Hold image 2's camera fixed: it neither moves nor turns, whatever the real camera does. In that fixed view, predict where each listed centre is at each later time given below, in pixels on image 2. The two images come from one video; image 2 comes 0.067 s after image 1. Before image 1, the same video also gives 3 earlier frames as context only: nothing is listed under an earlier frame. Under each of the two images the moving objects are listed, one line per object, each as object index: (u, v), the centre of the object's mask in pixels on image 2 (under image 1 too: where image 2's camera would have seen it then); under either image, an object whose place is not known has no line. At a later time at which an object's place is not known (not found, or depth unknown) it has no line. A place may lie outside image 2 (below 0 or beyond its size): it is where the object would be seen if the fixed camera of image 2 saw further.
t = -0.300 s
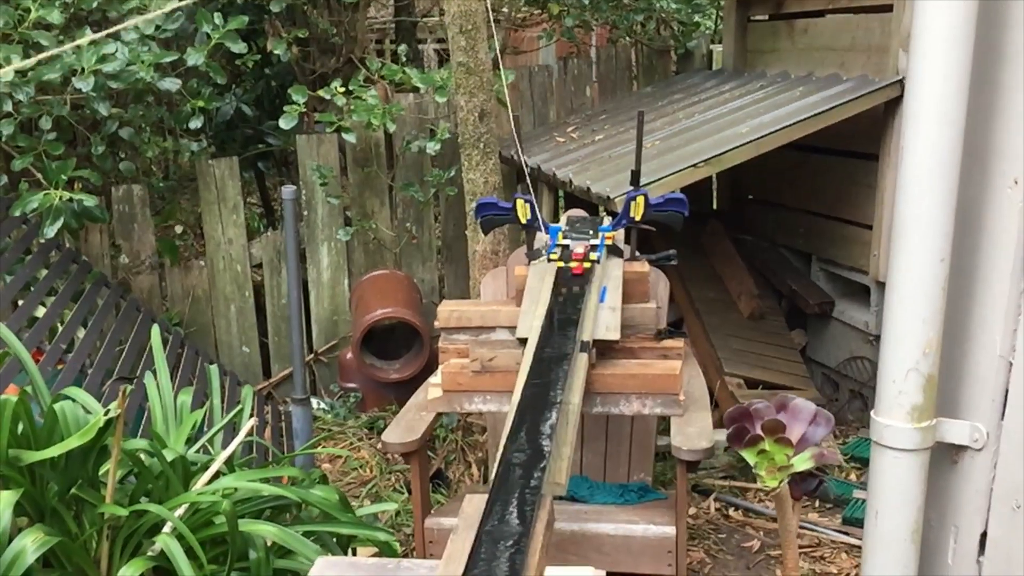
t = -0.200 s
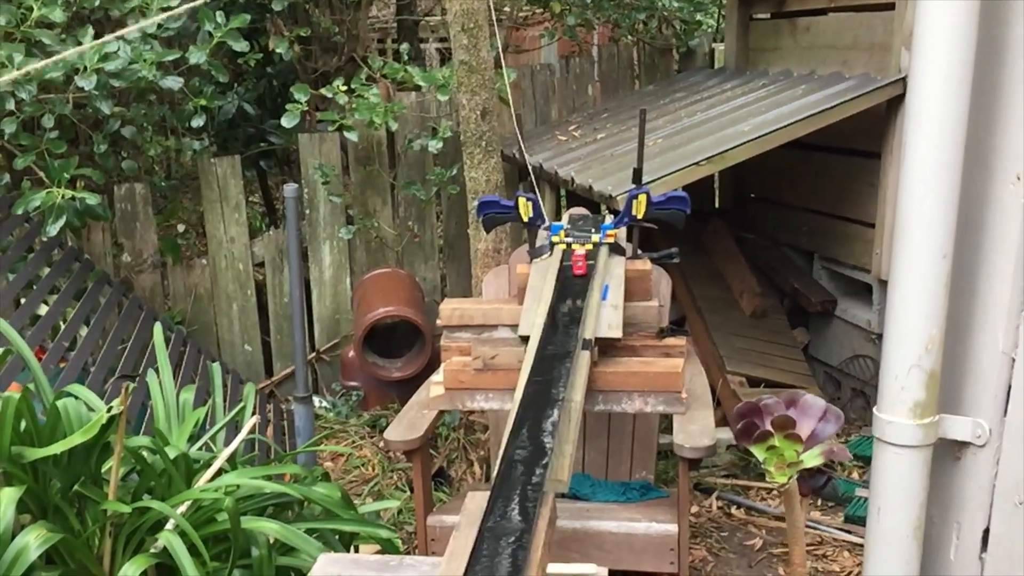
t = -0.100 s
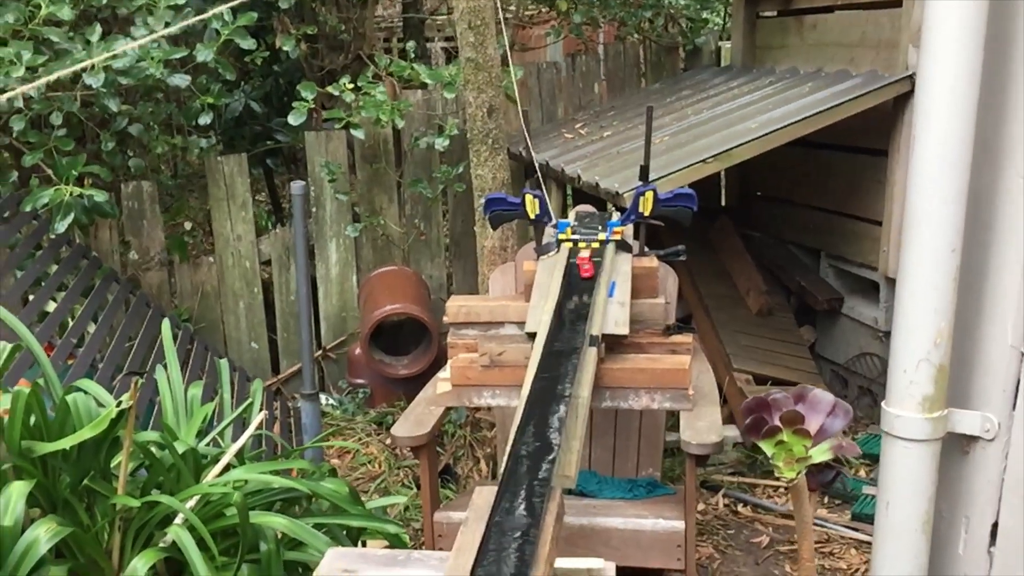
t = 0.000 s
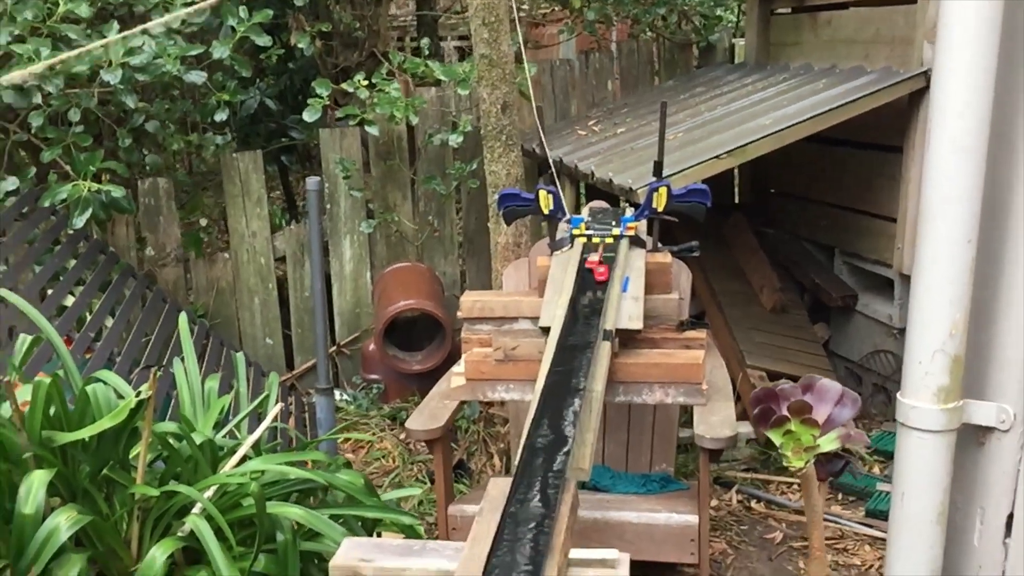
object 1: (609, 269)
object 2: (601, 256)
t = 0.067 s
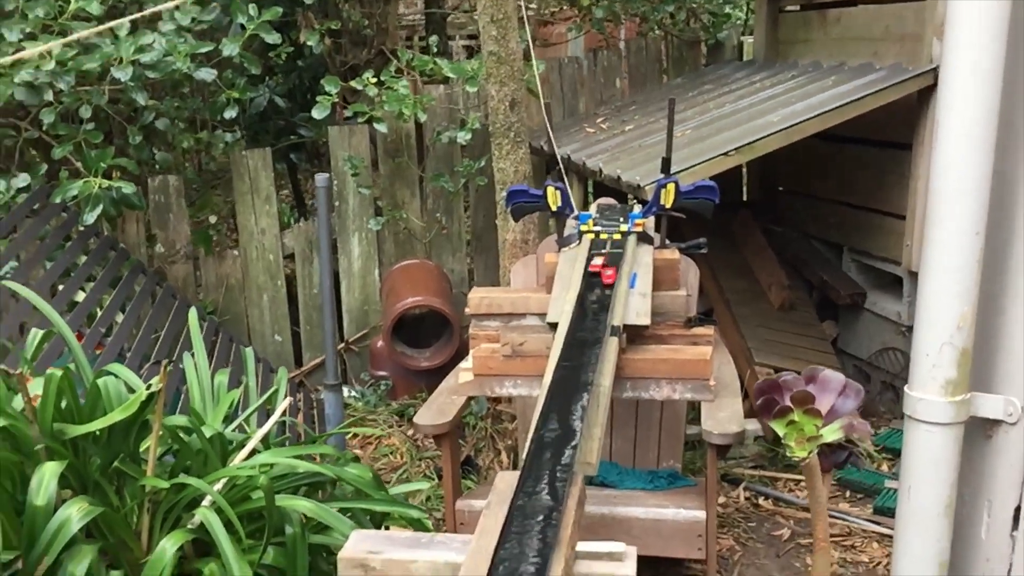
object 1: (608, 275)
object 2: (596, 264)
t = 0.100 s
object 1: (608, 279)
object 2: (594, 269)
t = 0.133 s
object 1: (607, 284)
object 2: (591, 274)
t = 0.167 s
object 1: (606, 288)
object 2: (589, 278)
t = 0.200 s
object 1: (604, 293)
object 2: (588, 283)
